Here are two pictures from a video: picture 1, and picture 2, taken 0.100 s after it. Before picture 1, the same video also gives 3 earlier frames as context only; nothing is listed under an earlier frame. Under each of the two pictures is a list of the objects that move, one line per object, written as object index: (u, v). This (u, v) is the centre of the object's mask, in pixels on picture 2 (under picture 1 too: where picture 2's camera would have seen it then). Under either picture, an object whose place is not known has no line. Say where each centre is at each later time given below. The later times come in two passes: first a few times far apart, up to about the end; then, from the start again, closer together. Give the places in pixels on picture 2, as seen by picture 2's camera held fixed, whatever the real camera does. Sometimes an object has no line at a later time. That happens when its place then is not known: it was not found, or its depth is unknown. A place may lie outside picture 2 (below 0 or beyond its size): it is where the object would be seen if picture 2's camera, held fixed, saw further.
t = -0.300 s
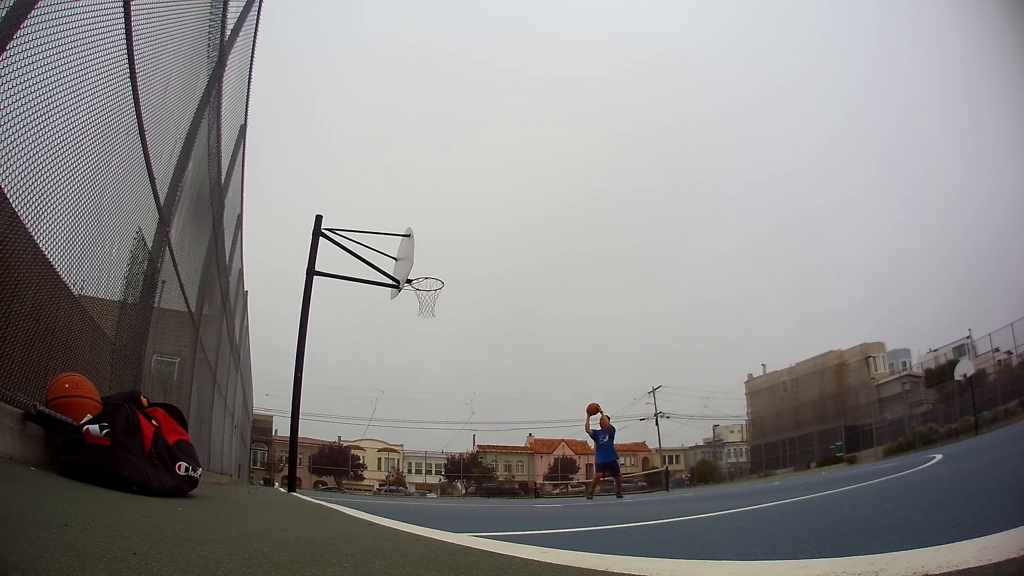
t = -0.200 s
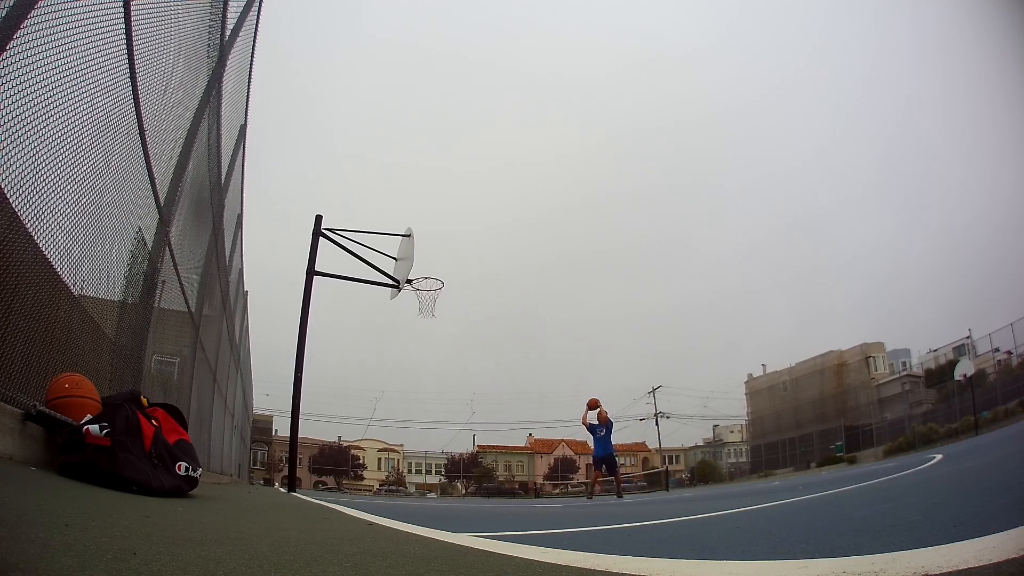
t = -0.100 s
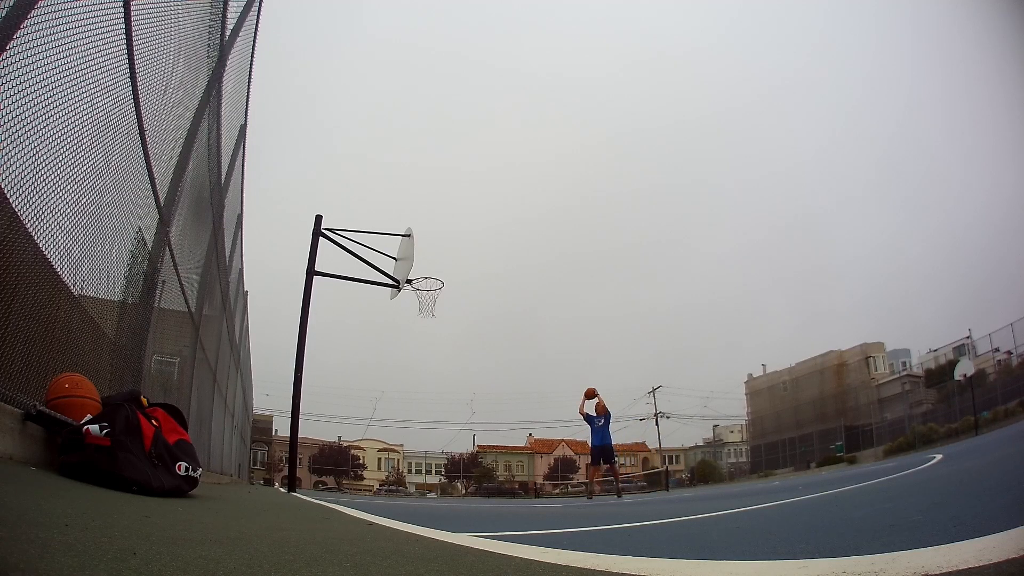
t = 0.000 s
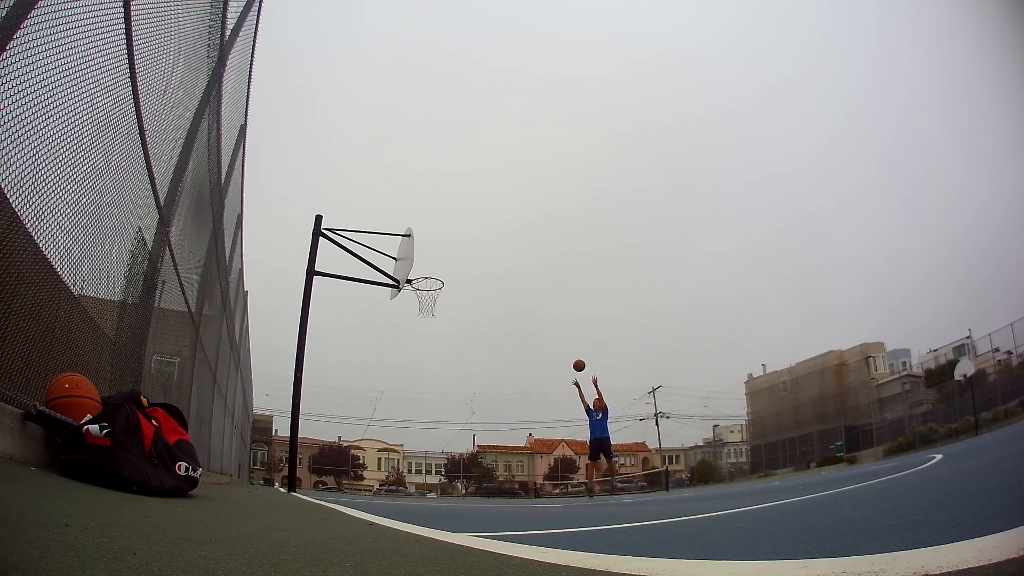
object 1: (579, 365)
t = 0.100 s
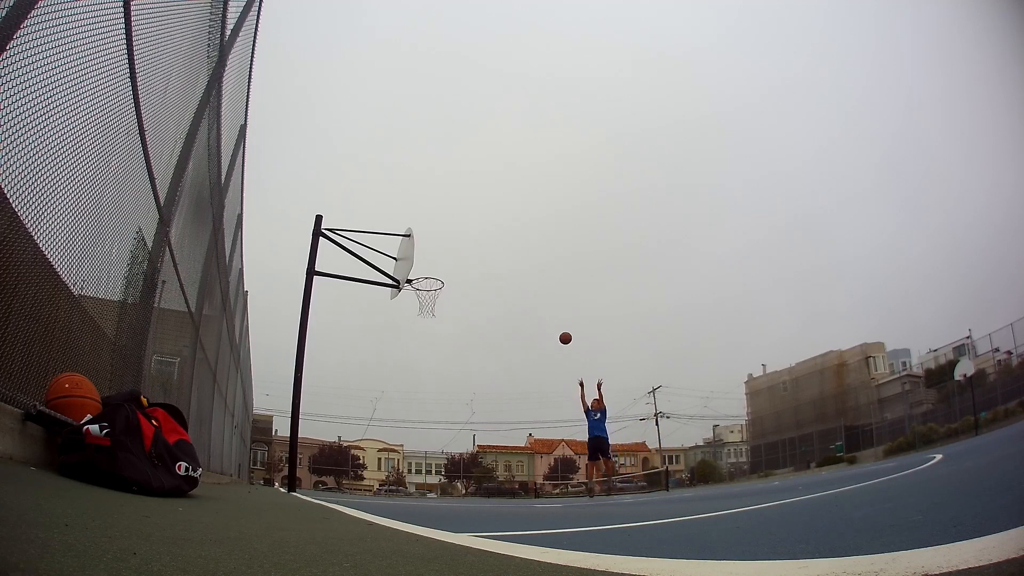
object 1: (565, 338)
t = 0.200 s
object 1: (551, 315)
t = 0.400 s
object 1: (522, 280)
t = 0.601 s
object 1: (489, 264)
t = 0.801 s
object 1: (453, 269)
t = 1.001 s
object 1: (417, 304)
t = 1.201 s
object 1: (398, 360)
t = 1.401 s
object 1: (378, 446)
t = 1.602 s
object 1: (372, 451)
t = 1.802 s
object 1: (375, 401)
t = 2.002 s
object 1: (377, 380)
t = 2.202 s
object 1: (377, 384)
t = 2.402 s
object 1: (376, 412)
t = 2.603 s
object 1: (375, 462)
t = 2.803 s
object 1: (374, 466)
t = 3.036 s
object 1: (374, 433)
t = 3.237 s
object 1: (373, 430)
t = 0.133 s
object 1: (560, 330)
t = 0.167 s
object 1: (556, 322)
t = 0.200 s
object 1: (551, 315)
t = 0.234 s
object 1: (546, 308)
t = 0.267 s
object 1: (542, 301)
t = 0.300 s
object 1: (537, 295)
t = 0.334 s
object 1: (532, 290)
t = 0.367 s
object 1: (527, 285)
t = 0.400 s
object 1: (522, 280)
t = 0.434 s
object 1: (517, 276)
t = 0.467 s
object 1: (511, 273)
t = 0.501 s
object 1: (506, 270)
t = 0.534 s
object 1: (501, 267)
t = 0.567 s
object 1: (495, 265)
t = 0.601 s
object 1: (489, 264)
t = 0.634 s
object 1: (484, 263)
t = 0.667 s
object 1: (478, 263)
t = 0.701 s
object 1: (472, 264)
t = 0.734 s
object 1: (466, 265)
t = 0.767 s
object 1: (459, 267)
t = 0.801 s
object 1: (453, 269)
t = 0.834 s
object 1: (446, 273)
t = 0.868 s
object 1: (439, 277)
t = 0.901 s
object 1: (432, 282)
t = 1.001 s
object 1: (417, 304)
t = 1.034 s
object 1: (414, 311)
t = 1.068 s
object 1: (411, 319)
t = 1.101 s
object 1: (408, 328)
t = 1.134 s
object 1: (404, 338)
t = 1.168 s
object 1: (401, 349)
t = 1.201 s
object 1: (398, 360)
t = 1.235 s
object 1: (395, 373)
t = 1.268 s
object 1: (392, 386)
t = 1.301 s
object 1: (388, 400)
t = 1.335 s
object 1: (385, 415)
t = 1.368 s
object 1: (382, 430)
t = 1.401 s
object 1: (378, 446)
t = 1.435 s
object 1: (375, 463)
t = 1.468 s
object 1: (372, 481)
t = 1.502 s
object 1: (370, 488)
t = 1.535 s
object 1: (371, 475)
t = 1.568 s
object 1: (372, 463)
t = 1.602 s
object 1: (372, 451)
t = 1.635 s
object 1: (373, 441)
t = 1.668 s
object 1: (373, 431)
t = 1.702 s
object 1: (374, 422)
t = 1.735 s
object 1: (374, 414)
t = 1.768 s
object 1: (374, 408)
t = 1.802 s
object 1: (375, 401)
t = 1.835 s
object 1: (375, 396)
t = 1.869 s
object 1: (376, 391)
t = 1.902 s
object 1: (376, 387)
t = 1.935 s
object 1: (376, 384)
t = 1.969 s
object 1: (376, 381)
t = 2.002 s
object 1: (377, 380)
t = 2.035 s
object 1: (377, 379)
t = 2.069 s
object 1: (377, 379)
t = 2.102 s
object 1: (377, 379)
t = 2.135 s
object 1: (377, 380)
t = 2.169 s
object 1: (377, 381)
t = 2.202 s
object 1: (377, 384)
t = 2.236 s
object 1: (377, 387)
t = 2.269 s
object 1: (377, 391)
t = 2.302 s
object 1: (377, 395)
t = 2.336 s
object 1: (377, 400)
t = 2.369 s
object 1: (376, 405)
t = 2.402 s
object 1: (376, 412)
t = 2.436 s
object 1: (376, 418)
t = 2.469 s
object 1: (376, 426)
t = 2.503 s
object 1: (376, 434)
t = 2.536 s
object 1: (375, 443)
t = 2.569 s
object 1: (375, 453)
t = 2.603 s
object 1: (375, 462)
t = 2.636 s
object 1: (375, 473)
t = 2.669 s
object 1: (375, 484)
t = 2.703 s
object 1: (374, 491)
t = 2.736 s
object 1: (374, 482)
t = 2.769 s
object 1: (375, 474)
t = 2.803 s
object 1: (374, 466)
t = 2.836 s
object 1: (374, 460)
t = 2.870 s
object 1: (374, 454)
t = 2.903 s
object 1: (374, 448)
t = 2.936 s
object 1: (374, 443)
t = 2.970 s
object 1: (374, 439)
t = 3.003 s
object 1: (374, 436)
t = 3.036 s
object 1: (374, 433)
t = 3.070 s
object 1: (374, 431)
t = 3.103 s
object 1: (374, 430)
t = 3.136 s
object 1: (374, 429)
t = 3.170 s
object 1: (373, 429)
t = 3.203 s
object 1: (373, 429)
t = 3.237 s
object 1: (373, 430)
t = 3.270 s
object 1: (373, 431)
